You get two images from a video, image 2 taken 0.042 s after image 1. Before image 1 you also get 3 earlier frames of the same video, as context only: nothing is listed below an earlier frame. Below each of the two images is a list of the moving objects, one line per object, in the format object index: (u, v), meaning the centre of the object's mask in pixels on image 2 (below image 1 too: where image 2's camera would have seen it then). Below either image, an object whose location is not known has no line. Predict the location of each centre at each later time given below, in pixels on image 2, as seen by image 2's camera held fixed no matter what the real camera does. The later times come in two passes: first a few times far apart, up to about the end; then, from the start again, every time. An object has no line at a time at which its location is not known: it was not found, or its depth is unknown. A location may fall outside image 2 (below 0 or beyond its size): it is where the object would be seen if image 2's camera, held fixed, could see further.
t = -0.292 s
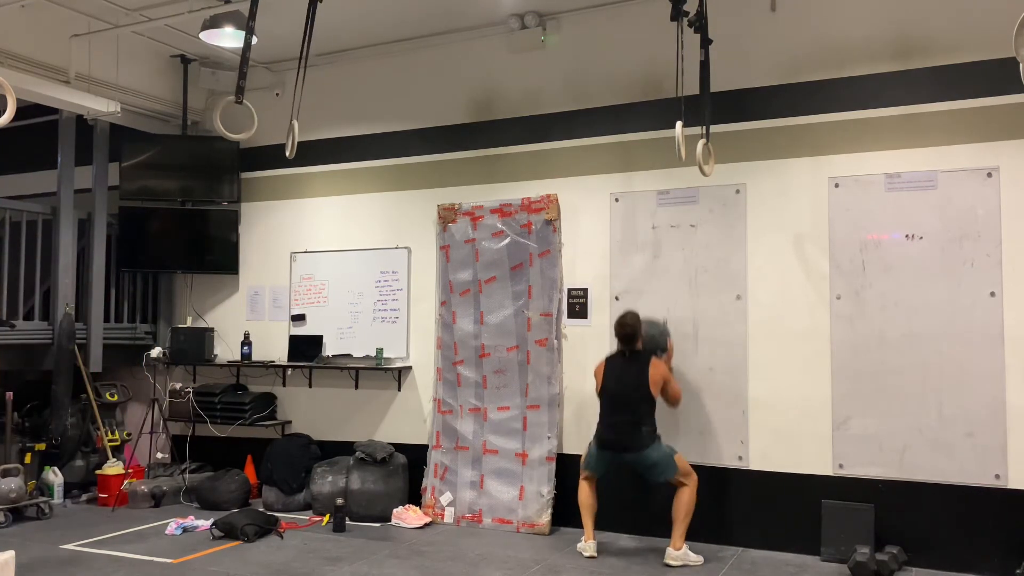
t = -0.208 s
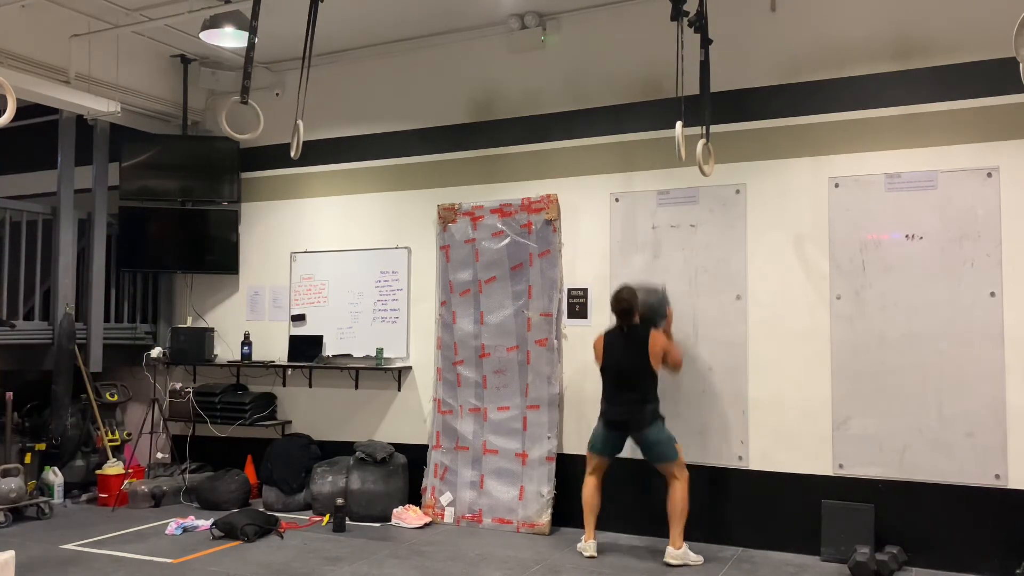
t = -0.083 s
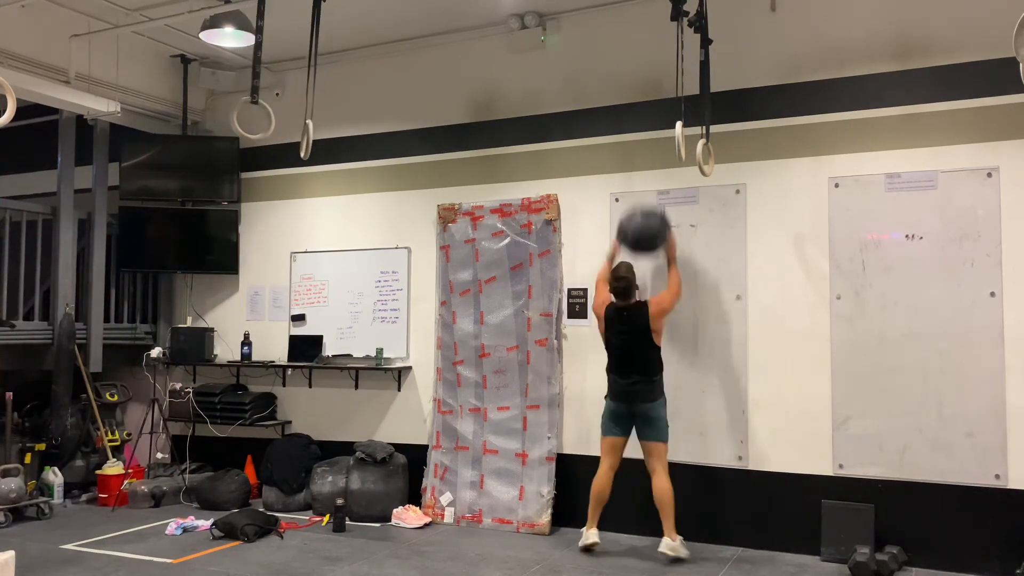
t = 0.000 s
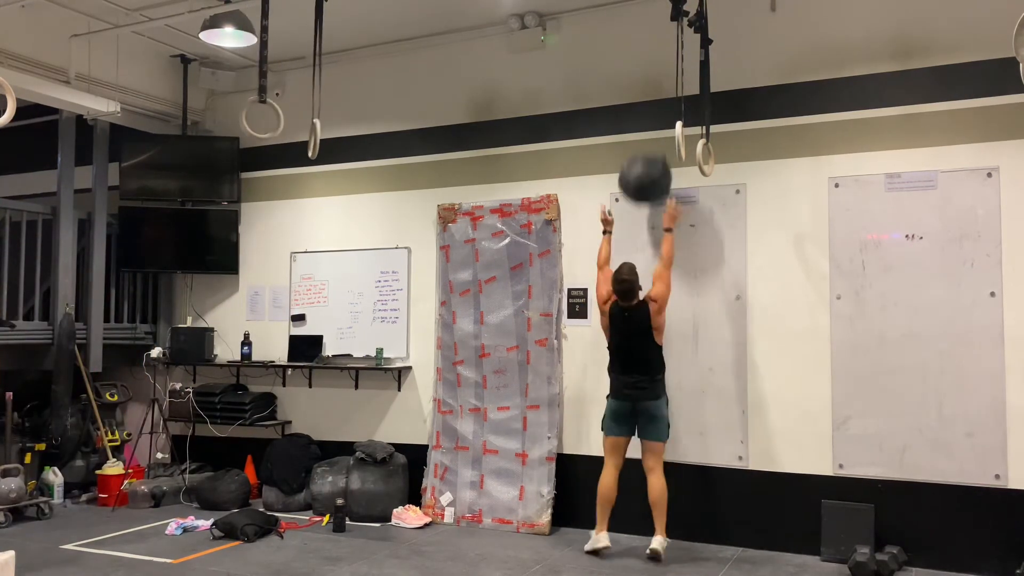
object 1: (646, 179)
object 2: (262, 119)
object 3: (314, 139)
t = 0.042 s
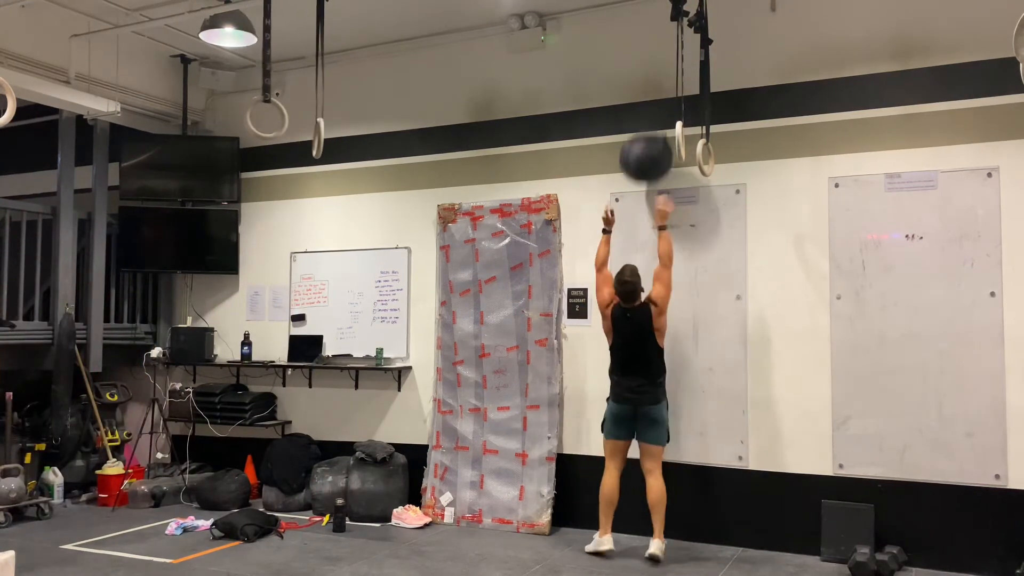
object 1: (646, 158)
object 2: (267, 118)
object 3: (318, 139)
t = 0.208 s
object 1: (649, 99)
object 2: (284, 115)
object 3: (333, 134)
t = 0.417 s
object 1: (650, 78)
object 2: (298, 110)
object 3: (347, 129)
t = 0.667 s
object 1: (646, 126)
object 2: (298, 110)
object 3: (348, 128)
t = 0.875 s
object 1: (642, 237)
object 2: (284, 115)
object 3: (336, 134)
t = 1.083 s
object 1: (639, 414)
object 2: (262, 118)
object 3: (317, 139)
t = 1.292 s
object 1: (636, 496)
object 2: (243, 120)
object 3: (300, 140)
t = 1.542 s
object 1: (633, 464)
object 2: (233, 119)
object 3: (290, 139)
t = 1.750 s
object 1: (631, 513)
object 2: (228, 128)
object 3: (295, 140)
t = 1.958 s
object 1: (637, 511)
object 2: (244, 128)
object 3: (309, 140)
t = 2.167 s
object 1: (646, 520)
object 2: (276, 117)
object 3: (327, 136)
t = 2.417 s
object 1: (652, 523)
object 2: (293, 112)
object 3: (344, 130)
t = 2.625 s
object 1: (654, 523)
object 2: (296, 111)
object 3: (346, 129)
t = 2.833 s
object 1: (653, 523)
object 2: (287, 114)
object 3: (338, 133)
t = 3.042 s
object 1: (653, 523)
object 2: (270, 118)
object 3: (322, 138)
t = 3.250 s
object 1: (653, 523)
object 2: (251, 119)
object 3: (305, 140)
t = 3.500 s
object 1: (653, 523)
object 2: (227, 128)
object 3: (294, 140)
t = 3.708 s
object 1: (653, 523)
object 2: (227, 127)
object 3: (295, 140)
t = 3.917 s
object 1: (653, 523)
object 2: (250, 120)
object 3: (306, 140)
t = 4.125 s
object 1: (653, 523)
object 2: (268, 118)
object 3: (322, 138)
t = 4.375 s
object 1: (653, 523)
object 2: (287, 114)
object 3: (339, 132)
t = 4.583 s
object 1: (653, 523)
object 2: (293, 112)
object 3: (344, 130)
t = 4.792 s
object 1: (653, 523)
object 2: (289, 113)
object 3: (339, 133)
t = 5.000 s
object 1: (653, 523)
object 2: (275, 116)
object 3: (326, 137)
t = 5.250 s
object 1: (653, 523)
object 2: (254, 119)
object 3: (307, 140)
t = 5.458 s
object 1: (653, 523)
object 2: (242, 120)
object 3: (298, 140)
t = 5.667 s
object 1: (653, 523)
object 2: (239, 120)
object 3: (296, 140)
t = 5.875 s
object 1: (653, 523)
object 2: (248, 119)
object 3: (304, 140)
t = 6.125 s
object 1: (653, 523)
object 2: (266, 118)
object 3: (320, 138)
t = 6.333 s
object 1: (653, 523)
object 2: (281, 115)
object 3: (334, 135)
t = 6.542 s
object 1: (653, 523)
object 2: (289, 113)
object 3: (341, 132)
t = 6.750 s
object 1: (653, 523)
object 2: (288, 114)
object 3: (339, 132)
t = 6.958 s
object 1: (653, 523)
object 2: (278, 116)
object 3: (329, 136)
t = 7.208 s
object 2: (260, 118)
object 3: (311, 140)
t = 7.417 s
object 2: (247, 120)
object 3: (301, 140)
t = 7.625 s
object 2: (242, 120)
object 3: (298, 140)
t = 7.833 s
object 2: (246, 120)
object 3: (303, 140)
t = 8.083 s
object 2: (261, 119)
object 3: (317, 139)
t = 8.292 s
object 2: (276, 116)
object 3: (330, 135)
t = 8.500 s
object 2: (285, 114)
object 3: (338, 133)
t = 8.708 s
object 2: (287, 114)
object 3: (338, 133)
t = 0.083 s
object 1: (646, 138)
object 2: (271, 118)
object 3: (322, 138)
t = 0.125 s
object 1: (647, 122)
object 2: (276, 116)
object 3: (326, 137)
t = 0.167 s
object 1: (648, 108)
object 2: (280, 116)
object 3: (330, 136)
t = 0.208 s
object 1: (649, 99)
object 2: (284, 115)
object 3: (333, 134)
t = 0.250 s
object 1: (649, 90)
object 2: (288, 114)
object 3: (337, 133)
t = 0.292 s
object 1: (649, 83)
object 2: (291, 113)
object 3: (340, 132)
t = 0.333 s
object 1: (649, 79)
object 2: (294, 112)
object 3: (343, 131)
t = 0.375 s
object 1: (650, 78)
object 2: (297, 111)
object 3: (345, 129)
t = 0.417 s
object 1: (650, 78)
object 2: (298, 110)
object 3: (347, 129)
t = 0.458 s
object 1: (649, 80)
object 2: (300, 110)
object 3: (349, 128)
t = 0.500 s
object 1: (649, 85)
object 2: (300, 109)
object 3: (350, 128)
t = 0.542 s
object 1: (649, 93)
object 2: (301, 109)
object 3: (350, 128)
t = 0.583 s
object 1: (648, 102)
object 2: (300, 109)
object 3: (350, 128)
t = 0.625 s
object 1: (646, 112)
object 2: (299, 110)
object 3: (349, 128)
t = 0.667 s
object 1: (646, 126)
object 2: (298, 110)
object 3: (348, 128)
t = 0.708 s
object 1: (645, 144)
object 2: (296, 111)
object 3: (346, 129)
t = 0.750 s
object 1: (644, 163)
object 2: (294, 112)
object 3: (344, 130)
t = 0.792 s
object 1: (644, 184)
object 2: (291, 113)
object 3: (342, 131)
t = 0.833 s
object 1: (643, 210)
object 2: (288, 114)
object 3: (339, 133)
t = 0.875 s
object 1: (642, 237)
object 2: (284, 115)
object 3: (336, 134)
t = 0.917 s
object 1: (641, 267)
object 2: (280, 116)
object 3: (332, 135)
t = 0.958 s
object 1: (640, 299)
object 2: (276, 116)
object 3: (328, 136)
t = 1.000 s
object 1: (640, 336)
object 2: (272, 117)
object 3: (325, 137)
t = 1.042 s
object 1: (639, 373)
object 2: (267, 118)
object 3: (321, 138)
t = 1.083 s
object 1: (639, 414)
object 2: (262, 118)
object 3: (317, 139)
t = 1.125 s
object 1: (639, 461)
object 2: (258, 119)
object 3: (313, 140)
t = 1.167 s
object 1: (638, 506)
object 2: (245, 130)
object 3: (309, 140)
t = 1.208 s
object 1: (638, 525)
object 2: (250, 119)
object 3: (306, 140)
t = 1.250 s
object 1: (637, 508)
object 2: (247, 120)
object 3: (302, 141)
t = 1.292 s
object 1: (636, 496)
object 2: (243, 120)
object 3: (300, 140)
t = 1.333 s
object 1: (636, 483)
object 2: (230, 128)
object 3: (297, 140)
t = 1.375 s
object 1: (635, 475)
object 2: (228, 130)
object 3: (295, 140)
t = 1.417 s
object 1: (634, 469)
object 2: (235, 119)
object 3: (293, 140)
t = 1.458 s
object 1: (634, 464)
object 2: (234, 119)
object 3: (292, 139)
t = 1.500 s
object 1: (634, 463)
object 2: (233, 119)
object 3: (291, 139)
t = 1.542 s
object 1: (633, 464)
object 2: (233, 119)
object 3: (290, 139)
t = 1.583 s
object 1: (632, 469)
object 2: (233, 119)
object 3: (290, 139)
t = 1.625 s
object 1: (632, 476)
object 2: (233, 119)
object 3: (291, 139)
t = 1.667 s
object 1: (631, 486)
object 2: (234, 119)
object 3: (292, 139)
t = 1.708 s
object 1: (631, 498)
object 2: (223, 124)
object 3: (293, 140)
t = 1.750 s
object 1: (631, 513)
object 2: (228, 128)
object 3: (295, 140)
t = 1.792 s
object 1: (631, 525)
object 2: (241, 120)
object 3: (297, 140)
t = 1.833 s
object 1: (633, 520)
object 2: (244, 120)
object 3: (300, 140)
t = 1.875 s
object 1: (634, 515)
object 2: (247, 120)
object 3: (303, 140)
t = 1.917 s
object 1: (636, 512)
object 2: (250, 119)
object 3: (306, 140)
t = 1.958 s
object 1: (637, 511)
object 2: (244, 128)
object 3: (309, 140)
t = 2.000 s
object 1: (639, 514)
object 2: (258, 119)
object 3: (313, 140)
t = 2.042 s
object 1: (641, 520)
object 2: (262, 118)
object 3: (316, 139)
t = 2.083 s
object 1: (643, 524)
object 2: (267, 118)
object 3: (320, 138)
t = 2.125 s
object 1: (644, 522)
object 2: (271, 118)
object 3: (324, 137)
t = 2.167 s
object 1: (646, 520)
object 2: (276, 117)
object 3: (327, 136)
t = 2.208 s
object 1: (647, 520)
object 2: (279, 116)
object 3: (330, 135)
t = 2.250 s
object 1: (648, 522)
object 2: (283, 115)
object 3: (334, 134)
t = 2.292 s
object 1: (649, 523)
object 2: (286, 114)
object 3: (336, 133)
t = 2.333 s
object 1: (650, 522)
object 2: (289, 113)
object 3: (339, 132)
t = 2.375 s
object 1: (651, 522)
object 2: (291, 113)
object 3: (342, 131)
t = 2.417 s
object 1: (652, 523)
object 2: (293, 112)
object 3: (344, 130)
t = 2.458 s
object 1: (652, 523)
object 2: (295, 111)
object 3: (345, 130)
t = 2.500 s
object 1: (653, 522)
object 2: (296, 111)
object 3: (346, 129)
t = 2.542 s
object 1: (653, 523)
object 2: (297, 111)
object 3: (346, 129)
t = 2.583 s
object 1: (654, 523)
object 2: (297, 111)
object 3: (347, 129)
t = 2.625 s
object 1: (654, 523)
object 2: (296, 111)
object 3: (346, 129)
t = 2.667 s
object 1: (654, 523)
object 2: (296, 111)
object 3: (345, 130)
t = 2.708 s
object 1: (653, 523)
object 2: (294, 112)
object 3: (344, 130)
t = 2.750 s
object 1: (653, 523)
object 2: (293, 113)
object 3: (342, 131)
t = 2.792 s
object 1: (653, 523)
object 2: (290, 113)
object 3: (340, 132)
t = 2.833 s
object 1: (653, 523)
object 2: (287, 114)
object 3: (338, 133)
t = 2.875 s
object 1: (653, 523)
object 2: (284, 115)
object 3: (335, 134)
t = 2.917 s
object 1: (653, 523)
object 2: (281, 115)
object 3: (332, 135)
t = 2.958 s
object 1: (653, 523)
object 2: (278, 116)
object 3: (329, 136)
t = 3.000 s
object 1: (653, 523)
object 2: (274, 116)
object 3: (325, 137)
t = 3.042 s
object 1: (653, 523)
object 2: (270, 118)
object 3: (322, 138)
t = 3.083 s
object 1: (653, 523)
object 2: (266, 118)
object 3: (318, 139)
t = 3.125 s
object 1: (653, 523)
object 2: (262, 118)
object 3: (315, 139)
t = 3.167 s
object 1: (653, 523)
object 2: (258, 119)
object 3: (311, 140)
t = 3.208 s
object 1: (653, 523)
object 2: (254, 119)
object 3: (308, 140)
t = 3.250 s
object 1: (653, 523)
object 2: (251, 119)
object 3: (305, 140)
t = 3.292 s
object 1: (653, 523)
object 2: (248, 119)
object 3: (302, 140)
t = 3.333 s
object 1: (653, 523)
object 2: (244, 120)
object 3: (300, 140)
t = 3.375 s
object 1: (653, 523)
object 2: (242, 120)
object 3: (298, 140)
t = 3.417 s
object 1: (653, 523)
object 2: (240, 120)
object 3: (296, 140)
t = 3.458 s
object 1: (653, 523)
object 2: (229, 129)
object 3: (295, 140)
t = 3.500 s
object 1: (653, 523)
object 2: (227, 128)
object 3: (294, 140)
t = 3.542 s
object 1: (653, 523)
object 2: (227, 129)
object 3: (293, 140)
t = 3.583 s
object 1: (653, 523)
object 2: (236, 120)
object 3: (293, 140)
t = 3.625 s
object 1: (653, 523)
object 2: (225, 127)
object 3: (293, 140)
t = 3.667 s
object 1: (653, 523)
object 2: (227, 128)
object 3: (294, 140)
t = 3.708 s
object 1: (653, 523)
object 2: (227, 127)
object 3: (295, 140)
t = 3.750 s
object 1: (653, 523)
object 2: (240, 120)
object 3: (297, 140)
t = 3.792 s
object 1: (653, 523)
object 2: (232, 129)
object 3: (299, 140)
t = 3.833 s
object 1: (653, 523)
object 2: (234, 128)
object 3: (301, 140)
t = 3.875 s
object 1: (653, 523)
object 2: (247, 120)
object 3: (303, 140)
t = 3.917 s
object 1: (653, 523)
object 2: (250, 120)
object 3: (306, 140)
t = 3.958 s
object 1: (653, 523)
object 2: (247, 132)
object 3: (309, 140)
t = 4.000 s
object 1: (653, 523)
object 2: (247, 128)
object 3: (312, 140)
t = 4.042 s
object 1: (653, 523)
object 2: (261, 119)
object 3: (315, 139)
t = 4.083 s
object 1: (653, 523)
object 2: (265, 118)
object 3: (319, 138)
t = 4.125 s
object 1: (653, 523)
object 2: (268, 118)
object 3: (322, 138)
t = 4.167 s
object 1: (653, 523)
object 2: (272, 117)
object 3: (325, 137)
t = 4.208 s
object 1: (653, 523)
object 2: (276, 116)
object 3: (328, 136)
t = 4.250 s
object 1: (653, 523)
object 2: (279, 116)
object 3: (331, 135)
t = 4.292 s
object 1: (653, 523)
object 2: (282, 115)
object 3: (334, 135)
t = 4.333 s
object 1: (653, 523)
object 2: (285, 114)
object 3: (336, 134)
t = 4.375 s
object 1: (653, 523)
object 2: (287, 114)
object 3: (339, 132)
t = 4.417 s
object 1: (653, 523)
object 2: (289, 113)
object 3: (340, 132)
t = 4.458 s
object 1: (653, 523)
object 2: (291, 112)
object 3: (342, 131)
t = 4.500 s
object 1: (653, 523)
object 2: (292, 112)
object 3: (343, 131)
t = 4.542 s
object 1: (653, 523)
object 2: (293, 112)
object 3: (343, 130)
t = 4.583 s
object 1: (653, 523)
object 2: (293, 112)
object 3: (344, 130)
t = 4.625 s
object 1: (653, 523)
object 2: (293, 112)
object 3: (344, 130)
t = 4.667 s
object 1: (653, 523)
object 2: (293, 112)
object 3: (343, 130)
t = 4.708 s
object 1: (653, 523)
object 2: (292, 112)
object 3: (342, 131)
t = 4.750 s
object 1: (653, 523)
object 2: (290, 113)
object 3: (340, 132)
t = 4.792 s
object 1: (653, 523)
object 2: (289, 113)
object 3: (339, 133)
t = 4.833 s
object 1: (653, 523)
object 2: (286, 114)
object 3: (337, 134)
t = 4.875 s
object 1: (653, 523)
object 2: (284, 115)
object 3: (335, 134)
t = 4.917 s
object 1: (653, 523)
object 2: (281, 115)
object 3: (332, 135)
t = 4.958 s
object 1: (653, 523)
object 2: (278, 116)
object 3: (329, 136)
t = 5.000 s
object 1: (653, 523)
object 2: (275, 116)
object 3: (326, 137)
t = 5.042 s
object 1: (653, 523)
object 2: (272, 117)
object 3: (323, 138)
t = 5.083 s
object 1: (653, 523)
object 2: (268, 118)
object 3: (320, 138)
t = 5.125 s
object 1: (653, 523)
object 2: (265, 118)
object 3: (316, 139)
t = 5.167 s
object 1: (653, 523)
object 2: (261, 119)
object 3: (313, 139)
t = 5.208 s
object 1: (653, 523)
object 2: (257, 119)
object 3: (310, 140)
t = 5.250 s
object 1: (653, 523)
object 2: (254, 119)
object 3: (307, 140)
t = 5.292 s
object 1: (653, 523)
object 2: (251, 119)
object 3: (305, 140)
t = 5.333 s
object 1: (653, 523)
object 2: (248, 119)
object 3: (303, 140)
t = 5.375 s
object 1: (653, 523)
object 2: (246, 119)
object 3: (300, 140)
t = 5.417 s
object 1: (653, 523)
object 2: (244, 120)
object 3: (299, 140)
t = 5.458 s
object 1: (653, 523)
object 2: (242, 120)
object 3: (298, 140)
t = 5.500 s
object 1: (653, 523)
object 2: (241, 120)
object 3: (297, 140)
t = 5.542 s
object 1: (653, 523)
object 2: (239, 119)
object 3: (296, 140)
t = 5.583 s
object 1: (653, 523)
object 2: (239, 120)
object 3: (296, 140)
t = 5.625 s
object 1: (653, 523)
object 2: (239, 120)
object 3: (296, 140)
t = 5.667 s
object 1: (653, 523)
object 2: (239, 120)
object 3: (296, 140)
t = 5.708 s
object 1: (653, 523)
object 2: (240, 120)
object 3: (297, 140)
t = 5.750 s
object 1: (653, 523)
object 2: (242, 120)
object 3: (298, 140)
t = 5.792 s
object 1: (653, 523)
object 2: (234, 129)
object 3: (300, 140)
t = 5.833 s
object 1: (653, 523)
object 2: (245, 120)
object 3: (302, 140)
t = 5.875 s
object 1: (653, 523)
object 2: (248, 119)
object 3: (304, 140)
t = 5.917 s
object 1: (653, 523)
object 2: (250, 119)
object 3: (306, 140)
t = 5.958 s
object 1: (653, 523)
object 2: (243, 130)
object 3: (309, 140)
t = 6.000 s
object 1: (653, 523)
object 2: (256, 119)
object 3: (312, 140)
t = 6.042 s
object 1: (653, 523)
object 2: (259, 119)
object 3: (315, 139)
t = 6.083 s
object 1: (653, 523)
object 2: (262, 118)
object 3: (317, 139)
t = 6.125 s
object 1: (653, 523)
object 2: (266, 118)
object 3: (320, 138)
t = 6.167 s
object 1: (653, 523)
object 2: (269, 118)
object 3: (323, 138)
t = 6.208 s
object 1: (653, 523)
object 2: (273, 117)
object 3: (326, 137)
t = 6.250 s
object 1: (653, 523)
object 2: (276, 116)
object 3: (329, 136)
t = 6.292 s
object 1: (653, 523)
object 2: (279, 116)
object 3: (331, 135)
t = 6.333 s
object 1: (653, 523)
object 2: (281, 115)
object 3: (334, 135)
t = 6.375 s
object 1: (653, 523)
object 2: (283, 115)
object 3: (336, 134)
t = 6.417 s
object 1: (653, 523)
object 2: (285, 114)
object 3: (338, 133)
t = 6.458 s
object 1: (653, 523)
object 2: (287, 114)
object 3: (339, 132)
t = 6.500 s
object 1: (653, 523)
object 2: (288, 113)
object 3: (340, 132)
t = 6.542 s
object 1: (653, 523)
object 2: (289, 113)
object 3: (341, 132)
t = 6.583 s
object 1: (653, 523)
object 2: (290, 113)
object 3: (341, 131)
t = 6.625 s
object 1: (653, 523)
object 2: (290, 113)
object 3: (341, 131)
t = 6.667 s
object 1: (653, 523)
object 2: (290, 113)
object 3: (341, 132)
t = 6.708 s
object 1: (653, 523)
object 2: (289, 113)
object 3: (340, 132)
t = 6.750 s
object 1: (653, 523)
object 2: (288, 114)
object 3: (339, 132)
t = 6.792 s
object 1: (653, 523)
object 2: (287, 114)
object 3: (337, 133)
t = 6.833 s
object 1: (653, 523)
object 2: (285, 115)
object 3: (335, 134)
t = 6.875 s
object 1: (653, 523)
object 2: (283, 115)
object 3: (333, 135)
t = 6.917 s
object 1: (653, 523)
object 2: (281, 115)
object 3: (331, 136)
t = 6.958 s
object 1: (653, 523)
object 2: (278, 116)
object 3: (329, 136)
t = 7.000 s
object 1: (653, 523)
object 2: (276, 117)
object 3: (326, 137)
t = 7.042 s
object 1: (653, 523)
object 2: (273, 117)
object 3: (323, 138)
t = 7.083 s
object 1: (653, 523)
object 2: (270, 118)
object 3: (320, 138)
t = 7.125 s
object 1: (653, 523)
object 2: (266, 118)
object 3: (317, 139)
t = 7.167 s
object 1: (653, 523)
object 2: (263, 119)
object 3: (314, 140)
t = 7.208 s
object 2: (260, 118)
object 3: (311, 140)
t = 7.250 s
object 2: (256, 119)
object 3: (309, 140)
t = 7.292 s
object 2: (254, 119)
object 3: (307, 140)
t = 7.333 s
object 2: (252, 119)
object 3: (305, 140)
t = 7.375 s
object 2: (249, 120)
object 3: (302, 140)
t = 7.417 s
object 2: (247, 120)
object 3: (301, 140)
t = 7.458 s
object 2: (245, 119)
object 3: (300, 140)
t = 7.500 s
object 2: (244, 120)
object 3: (299, 140)
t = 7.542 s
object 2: (243, 120)
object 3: (298, 140)
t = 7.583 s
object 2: (242, 120)
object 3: (298, 140)
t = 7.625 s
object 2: (242, 120)
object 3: (298, 140)
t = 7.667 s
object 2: (242, 120)
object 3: (298, 140)
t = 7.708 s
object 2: (242, 120)
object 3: (299, 140)
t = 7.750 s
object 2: (243, 120)
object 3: (300, 140)
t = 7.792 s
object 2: (245, 120)
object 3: (301, 140)
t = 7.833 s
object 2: (246, 120)
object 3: (303, 140)
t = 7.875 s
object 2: (248, 119)
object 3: (305, 140)
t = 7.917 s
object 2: (251, 119)
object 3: (307, 140)
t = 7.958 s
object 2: (253, 119)
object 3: (309, 140)
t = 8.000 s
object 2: (255, 119)
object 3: (311, 139)
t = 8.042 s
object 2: (258, 119)
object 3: (314, 139)
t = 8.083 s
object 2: (261, 119)
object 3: (317, 139)
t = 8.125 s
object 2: (264, 118)
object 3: (320, 138)
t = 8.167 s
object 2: (267, 118)
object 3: (322, 138)
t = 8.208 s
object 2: (270, 117)
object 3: (325, 137)
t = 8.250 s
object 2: (273, 117)
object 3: (327, 136)
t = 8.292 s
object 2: (276, 116)
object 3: (330, 135)
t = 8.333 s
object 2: (278, 116)
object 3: (332, 135)
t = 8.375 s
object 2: (280, 115)
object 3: (334, 134)
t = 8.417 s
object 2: (282, 115)
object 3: (335, 134)
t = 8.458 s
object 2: (284, 115)
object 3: (337, 133)
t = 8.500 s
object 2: (285, 114)
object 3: (338, 133)
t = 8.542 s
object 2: (286, 114)
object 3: (338, 132)
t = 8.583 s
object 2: (287, 114)
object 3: (339, 132)
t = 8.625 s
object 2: (287, 114)
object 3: (339, 132)
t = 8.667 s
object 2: (287, 114)
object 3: (339, 132)
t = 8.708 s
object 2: (287, 114)
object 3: (338, 133)
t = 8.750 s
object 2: (286, 114)
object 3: (337, 133)
